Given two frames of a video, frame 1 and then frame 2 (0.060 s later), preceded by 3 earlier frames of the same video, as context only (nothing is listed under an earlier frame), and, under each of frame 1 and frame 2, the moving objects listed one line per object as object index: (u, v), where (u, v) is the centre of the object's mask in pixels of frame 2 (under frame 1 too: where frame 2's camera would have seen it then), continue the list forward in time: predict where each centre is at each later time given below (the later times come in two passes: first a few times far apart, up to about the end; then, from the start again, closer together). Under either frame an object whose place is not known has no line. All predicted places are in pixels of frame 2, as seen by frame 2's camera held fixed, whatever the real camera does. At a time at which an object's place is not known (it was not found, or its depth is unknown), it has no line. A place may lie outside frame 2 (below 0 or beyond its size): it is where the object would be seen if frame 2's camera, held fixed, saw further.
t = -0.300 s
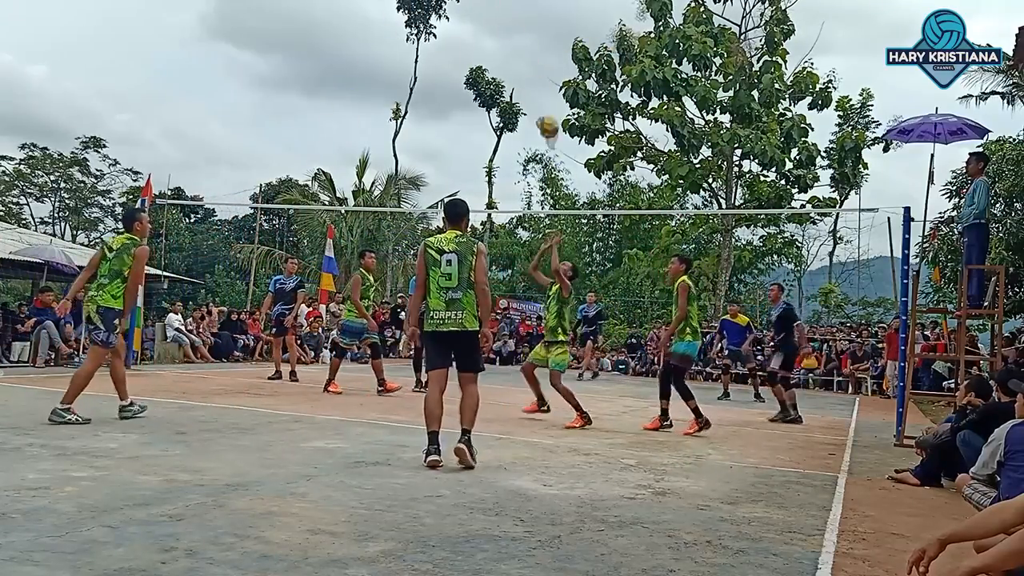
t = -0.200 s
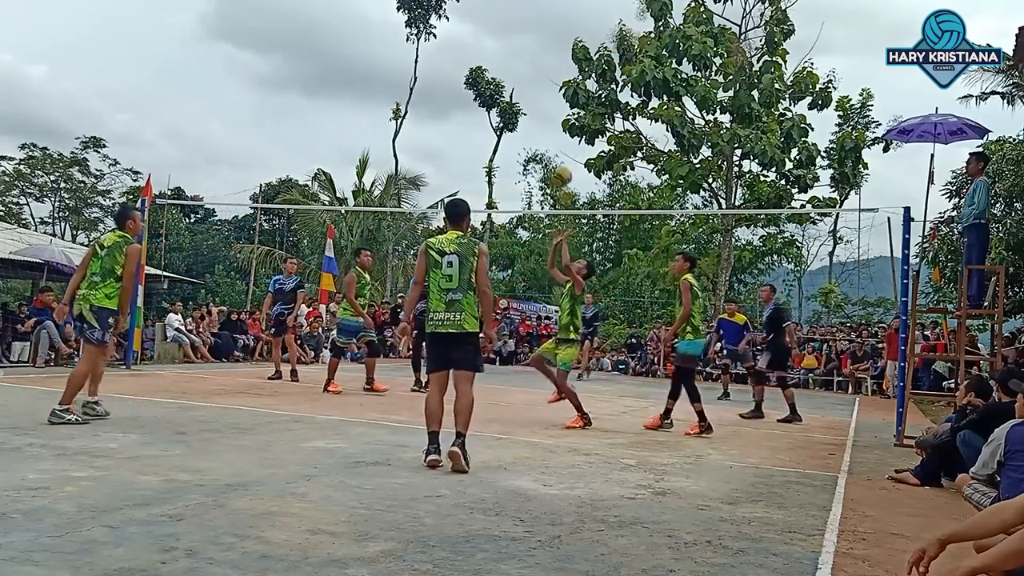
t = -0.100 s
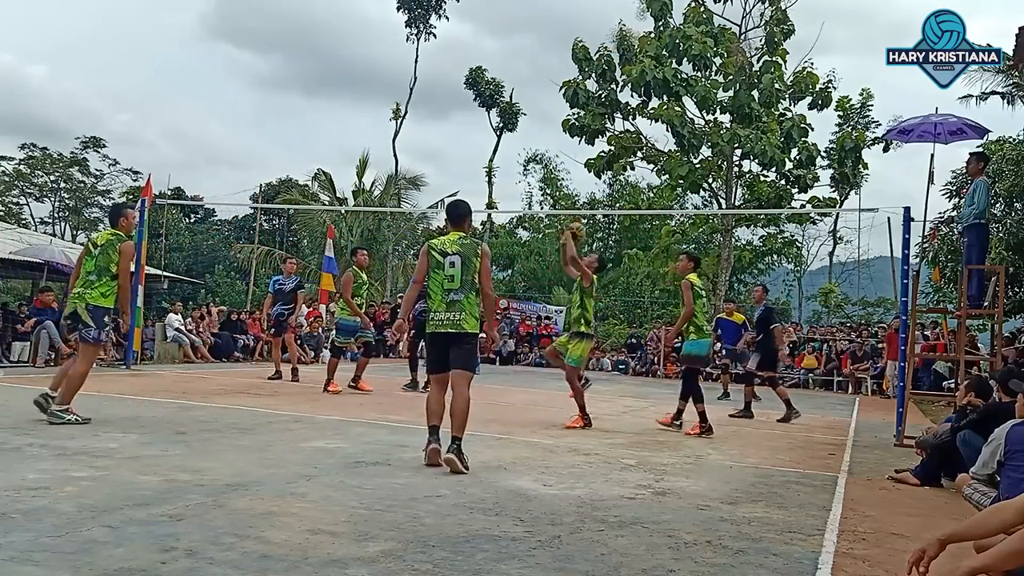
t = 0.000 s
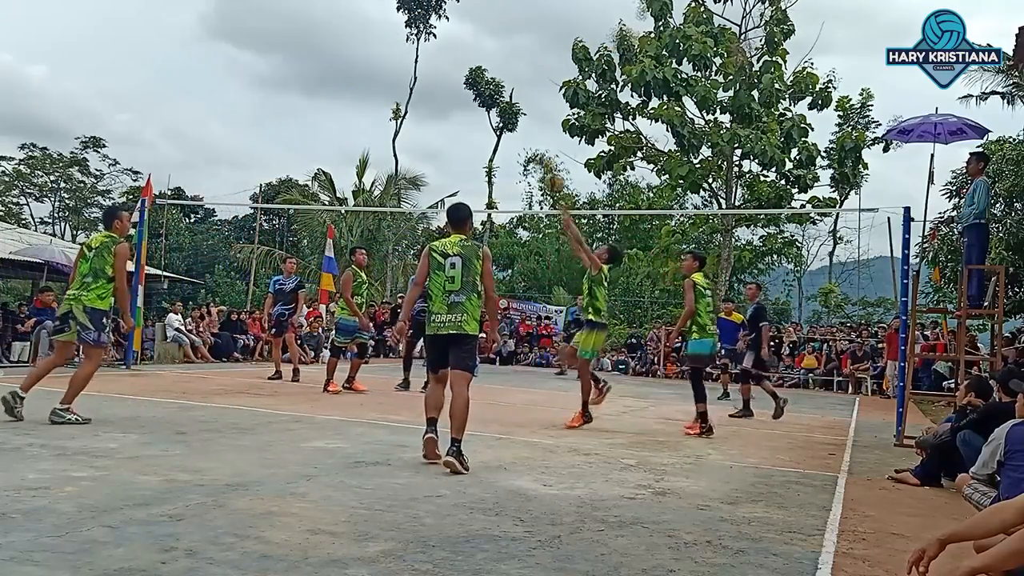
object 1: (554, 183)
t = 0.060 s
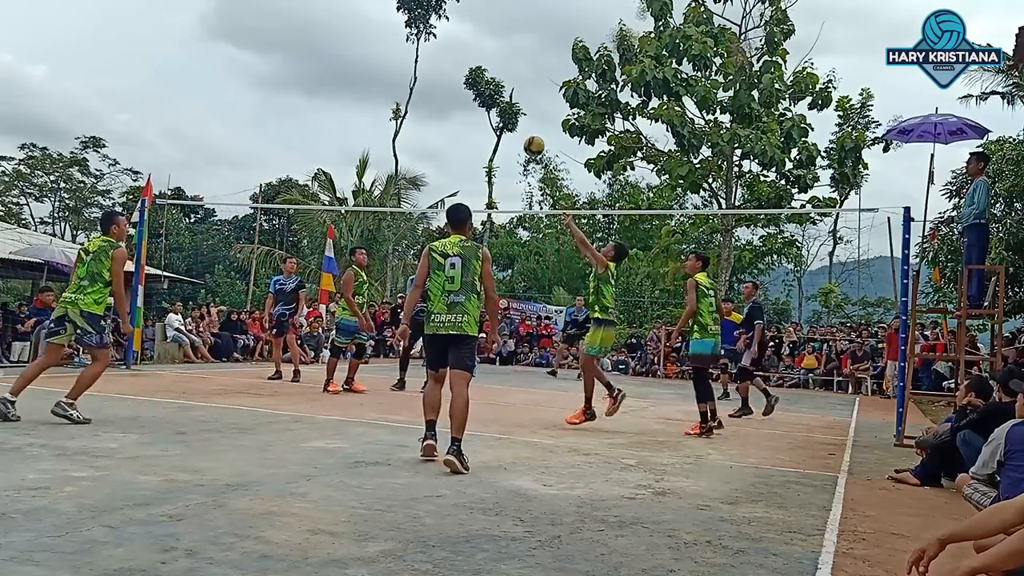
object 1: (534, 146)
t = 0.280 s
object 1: (467, 62)
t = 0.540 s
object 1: (393, 28)
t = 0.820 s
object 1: (316, 59)
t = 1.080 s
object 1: (249, 141)
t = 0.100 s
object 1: (522, 129)
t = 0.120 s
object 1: (515, 115)
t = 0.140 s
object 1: (512, 113)
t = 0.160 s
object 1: (502, 101)
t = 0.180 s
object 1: (494, 89)
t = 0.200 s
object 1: (493, 87)
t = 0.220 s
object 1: (482, 77)
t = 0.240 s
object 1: (478, 73)
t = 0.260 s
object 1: (474, 68)
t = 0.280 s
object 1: (467, 62)
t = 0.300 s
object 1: (461, 57)
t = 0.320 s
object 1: (455, 53)
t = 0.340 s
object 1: (450, 48)
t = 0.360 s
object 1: (444, 44)
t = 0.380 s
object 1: (438, 42)
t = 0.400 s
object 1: (432, 38)
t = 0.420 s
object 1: (426, 36)
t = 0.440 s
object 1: (423, 34)
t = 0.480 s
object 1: (411, 31)
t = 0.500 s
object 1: (404, 29)
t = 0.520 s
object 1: (399, 28)
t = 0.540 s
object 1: (393, 28)
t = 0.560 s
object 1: (387, 28)
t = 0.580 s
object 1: (382, 28)
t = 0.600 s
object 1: (376, 29)
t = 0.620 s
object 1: (370, 30)
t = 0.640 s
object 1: (365, 31)
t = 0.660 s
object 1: (359, 34)
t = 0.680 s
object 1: (354, 35)
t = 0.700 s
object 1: (348, 38)
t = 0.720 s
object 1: (343, 41)
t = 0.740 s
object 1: (338, 43)
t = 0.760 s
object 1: (332, 47)
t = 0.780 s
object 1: (328, 50)
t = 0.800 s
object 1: (321, 55)
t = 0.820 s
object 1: (316, 59)
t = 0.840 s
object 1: (311, 64)
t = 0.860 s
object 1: (306, 68)
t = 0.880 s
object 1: (300, 73)
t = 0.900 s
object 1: (295, 79)
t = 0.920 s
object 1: (290, 86)
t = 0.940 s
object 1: (285, 91)
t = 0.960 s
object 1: (279, 98)
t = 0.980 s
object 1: (275, 104)
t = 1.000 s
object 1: (269, 112)
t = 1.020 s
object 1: (264, 119)
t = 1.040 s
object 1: (259, 126)
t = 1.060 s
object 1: (254, 134)
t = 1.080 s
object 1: (249, 141)
